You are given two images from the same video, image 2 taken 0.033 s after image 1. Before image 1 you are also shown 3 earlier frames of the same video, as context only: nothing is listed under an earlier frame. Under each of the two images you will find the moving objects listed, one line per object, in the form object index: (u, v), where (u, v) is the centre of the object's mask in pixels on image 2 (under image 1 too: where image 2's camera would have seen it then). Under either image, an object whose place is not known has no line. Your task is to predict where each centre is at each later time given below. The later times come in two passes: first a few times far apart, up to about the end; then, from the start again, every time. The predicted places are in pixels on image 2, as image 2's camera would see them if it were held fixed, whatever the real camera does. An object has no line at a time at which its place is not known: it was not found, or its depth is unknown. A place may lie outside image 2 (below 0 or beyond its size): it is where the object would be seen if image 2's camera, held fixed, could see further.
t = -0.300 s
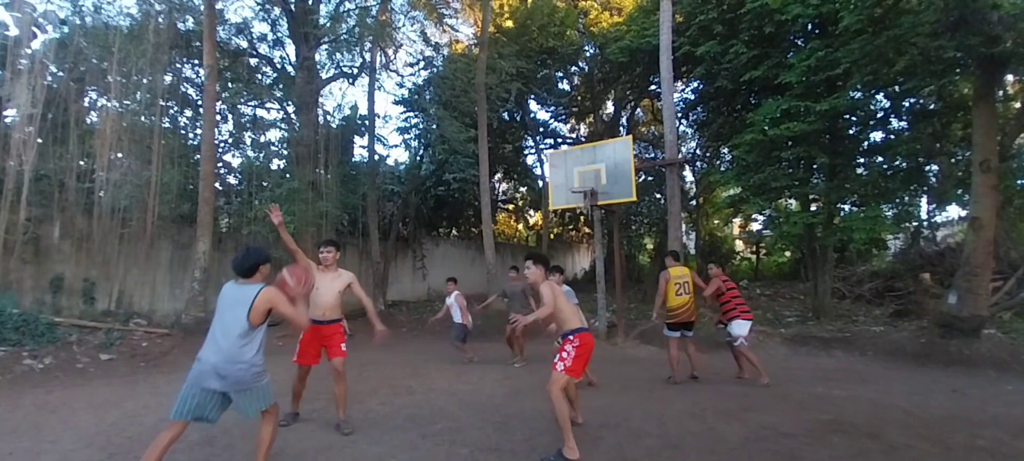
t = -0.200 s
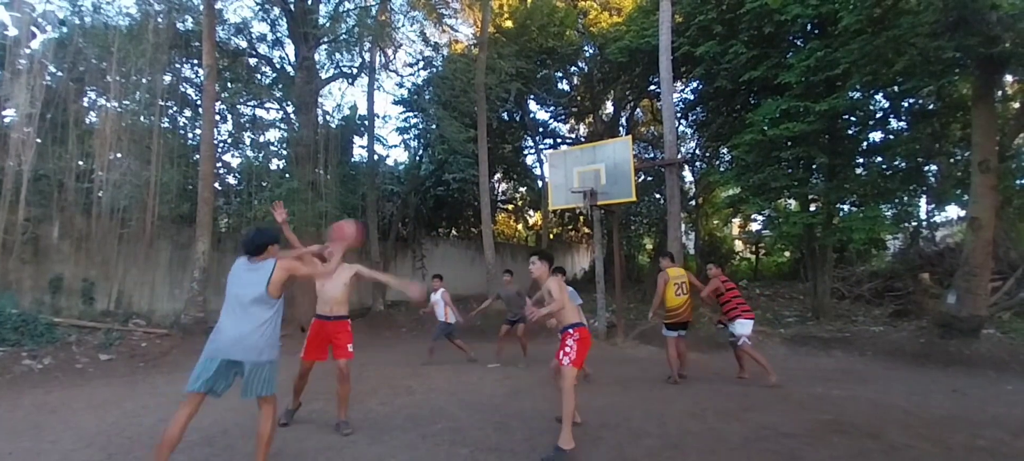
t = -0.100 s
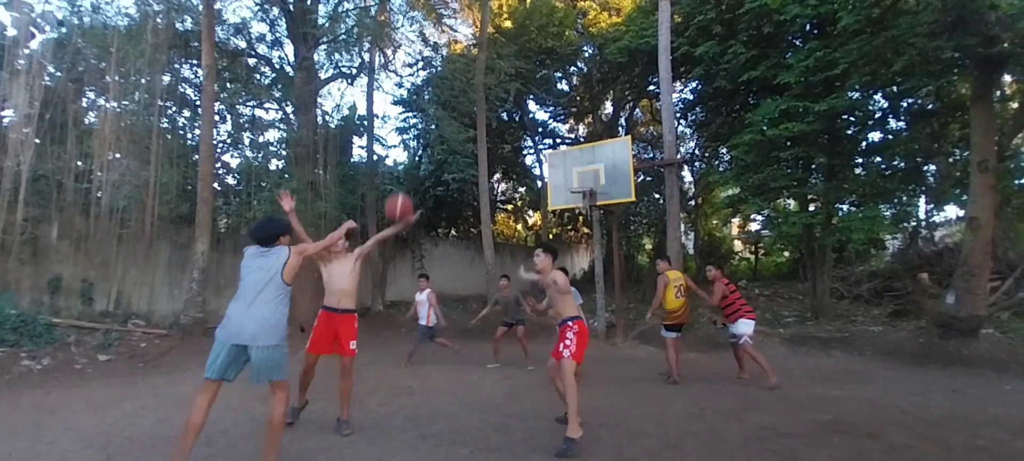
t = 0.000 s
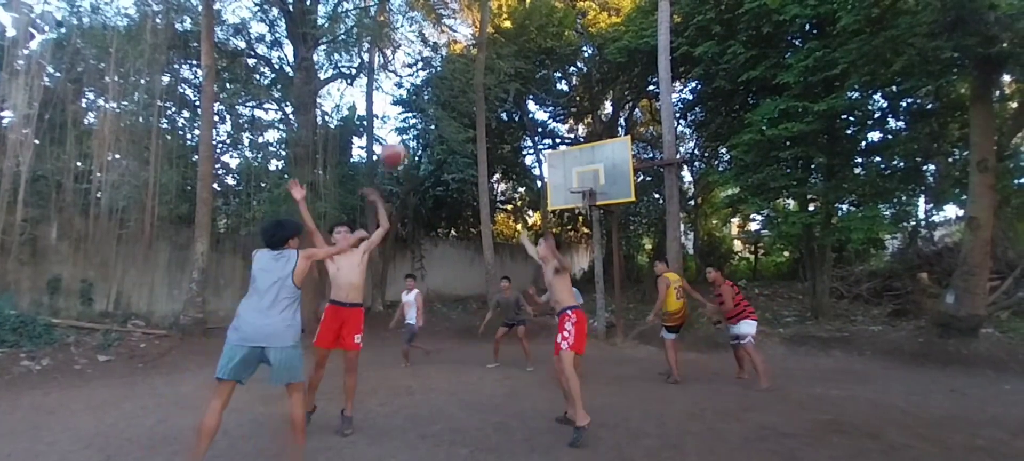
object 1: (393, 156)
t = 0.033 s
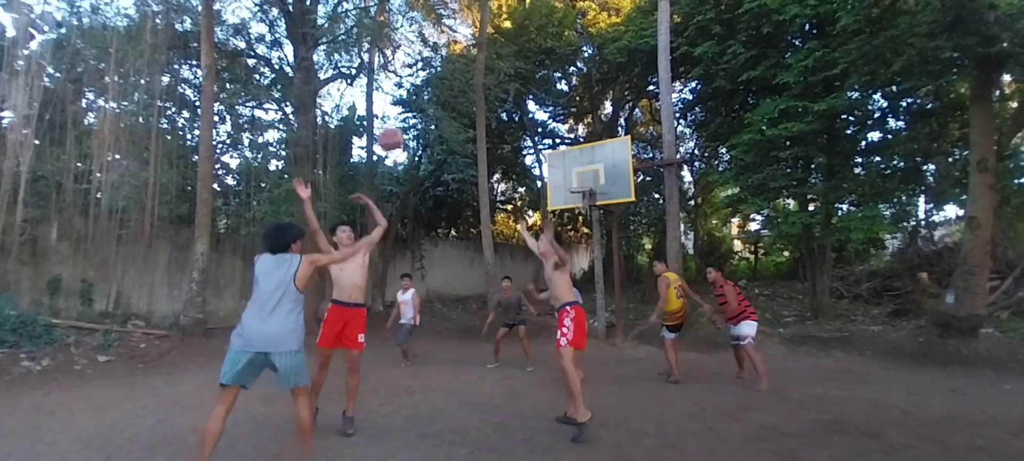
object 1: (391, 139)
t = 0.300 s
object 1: (374, 55)
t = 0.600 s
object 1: (355, 49)
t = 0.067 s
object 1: (389, 125)
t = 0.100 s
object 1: (387, 112)
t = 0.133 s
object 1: (384, 99)
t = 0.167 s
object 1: (382, 88)
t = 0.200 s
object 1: (380, 78)
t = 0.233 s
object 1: (379, 69)
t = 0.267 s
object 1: (376, 61)
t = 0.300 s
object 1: (374, 55)
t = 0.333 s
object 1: (372, 50)
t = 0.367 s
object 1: (370, 46)
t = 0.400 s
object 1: (368, 43)
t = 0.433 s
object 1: (365, 41)
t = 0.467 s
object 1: (362, 40)
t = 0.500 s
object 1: (360, 41)
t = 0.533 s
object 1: (357, 42)
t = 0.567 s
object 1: (355, 45)
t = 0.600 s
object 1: (355, 49)
